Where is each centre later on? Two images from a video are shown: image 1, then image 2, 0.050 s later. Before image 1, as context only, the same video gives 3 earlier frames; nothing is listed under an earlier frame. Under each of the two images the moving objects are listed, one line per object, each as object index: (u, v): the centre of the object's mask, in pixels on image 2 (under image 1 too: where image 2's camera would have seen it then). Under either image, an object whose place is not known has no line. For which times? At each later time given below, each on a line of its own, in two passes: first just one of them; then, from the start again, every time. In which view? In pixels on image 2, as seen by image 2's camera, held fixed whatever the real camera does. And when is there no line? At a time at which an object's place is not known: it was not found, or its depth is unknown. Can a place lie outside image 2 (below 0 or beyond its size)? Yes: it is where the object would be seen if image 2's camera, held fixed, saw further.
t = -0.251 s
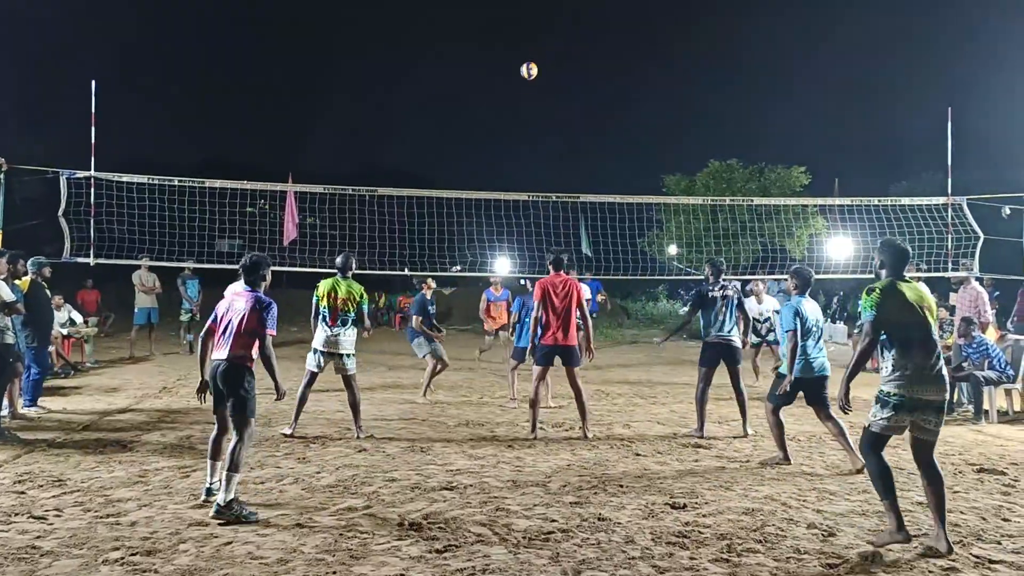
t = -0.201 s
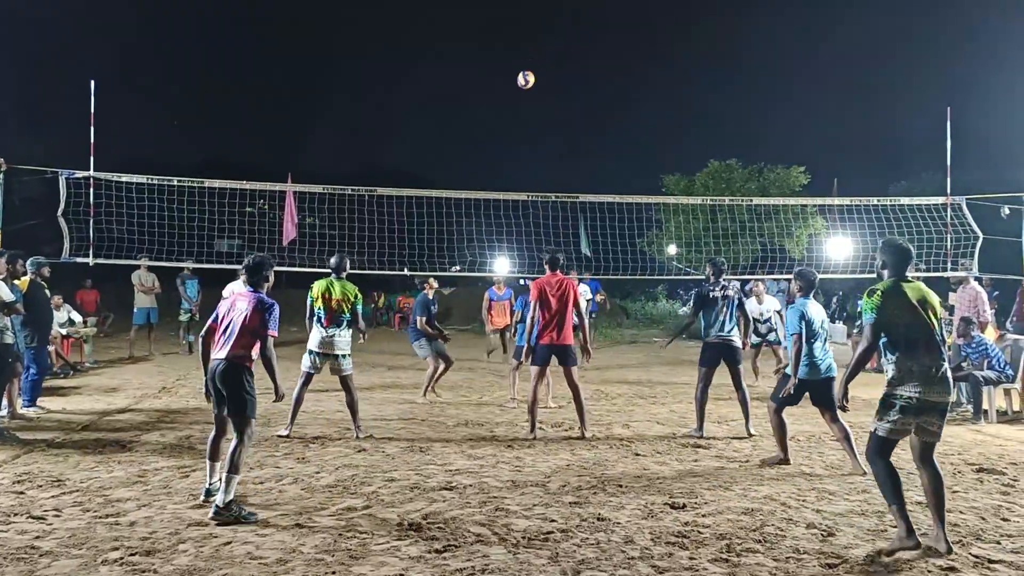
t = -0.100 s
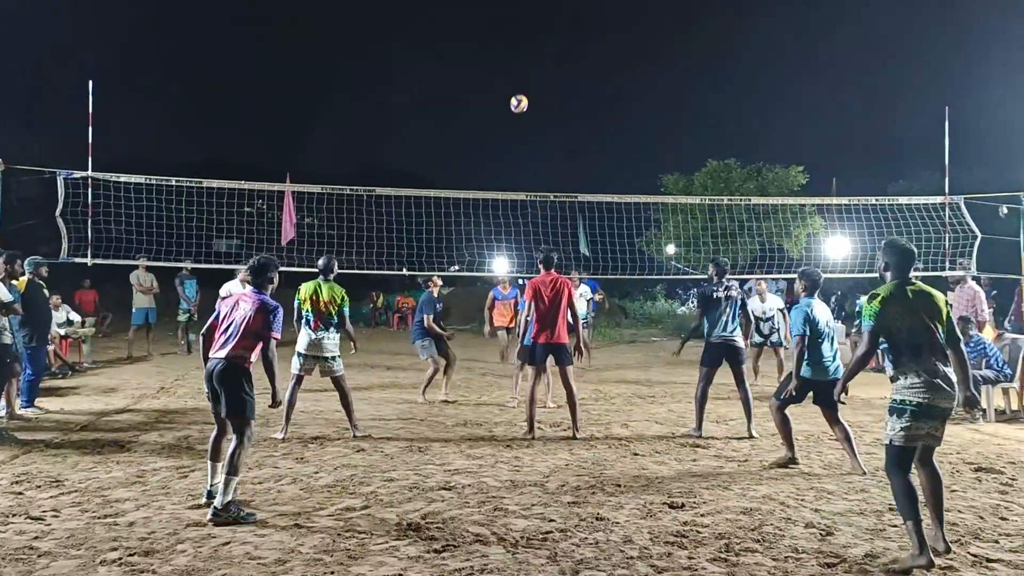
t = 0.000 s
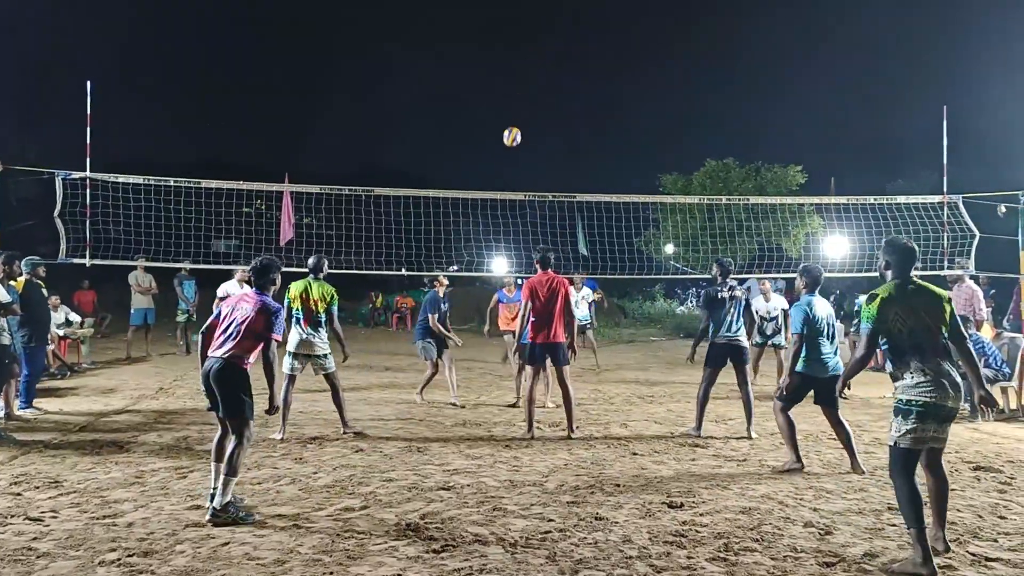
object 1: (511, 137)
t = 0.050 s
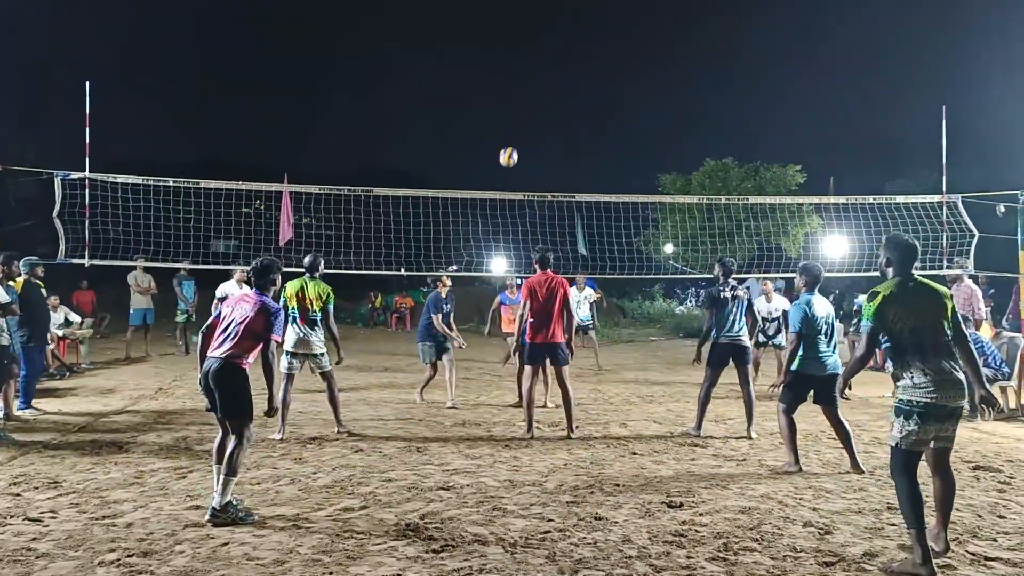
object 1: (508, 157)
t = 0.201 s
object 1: (500, 231)
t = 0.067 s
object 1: (507, 164)
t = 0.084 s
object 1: (506, 171)
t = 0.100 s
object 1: (505, 179)
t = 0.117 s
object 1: (504, 185)
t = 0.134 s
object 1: (504, 195)
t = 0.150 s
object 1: (503, 205)
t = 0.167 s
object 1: (502, 212)
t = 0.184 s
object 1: (501, 222)
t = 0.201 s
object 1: (500, 231)
